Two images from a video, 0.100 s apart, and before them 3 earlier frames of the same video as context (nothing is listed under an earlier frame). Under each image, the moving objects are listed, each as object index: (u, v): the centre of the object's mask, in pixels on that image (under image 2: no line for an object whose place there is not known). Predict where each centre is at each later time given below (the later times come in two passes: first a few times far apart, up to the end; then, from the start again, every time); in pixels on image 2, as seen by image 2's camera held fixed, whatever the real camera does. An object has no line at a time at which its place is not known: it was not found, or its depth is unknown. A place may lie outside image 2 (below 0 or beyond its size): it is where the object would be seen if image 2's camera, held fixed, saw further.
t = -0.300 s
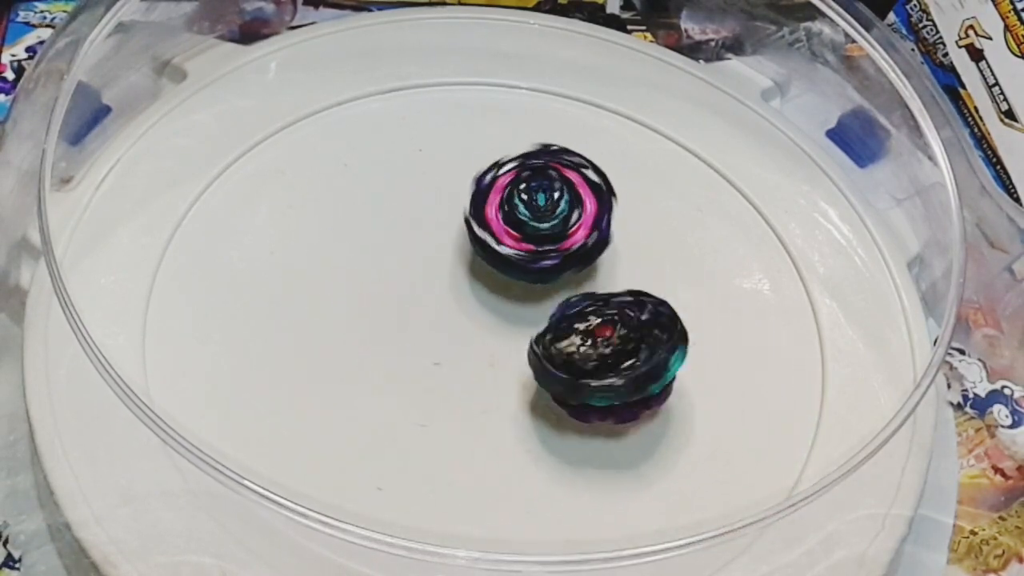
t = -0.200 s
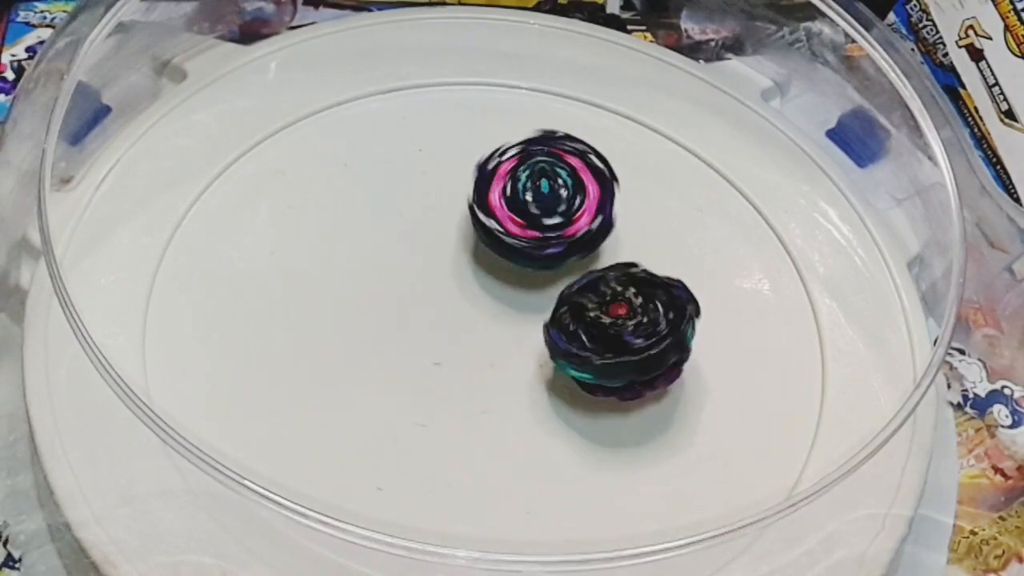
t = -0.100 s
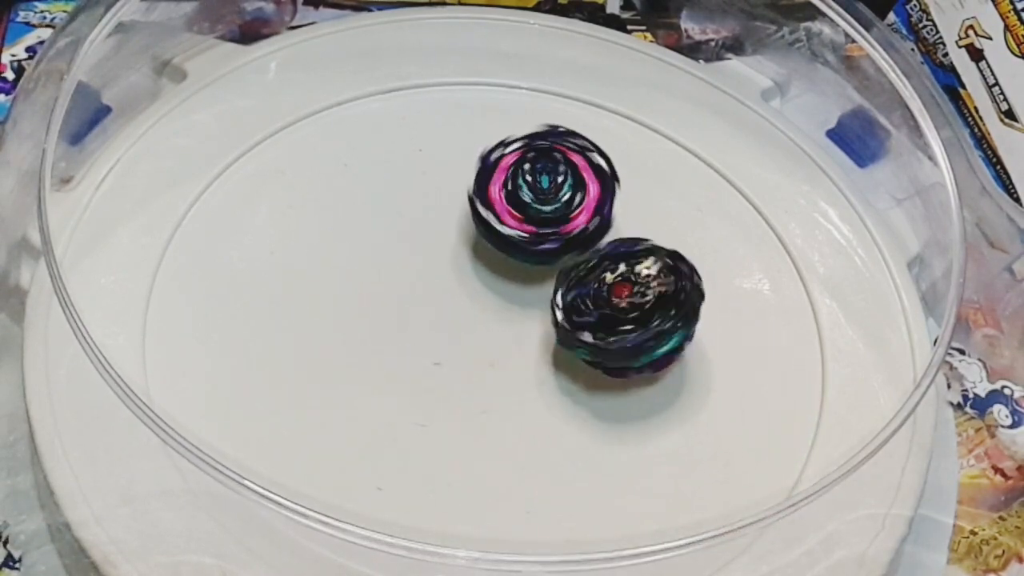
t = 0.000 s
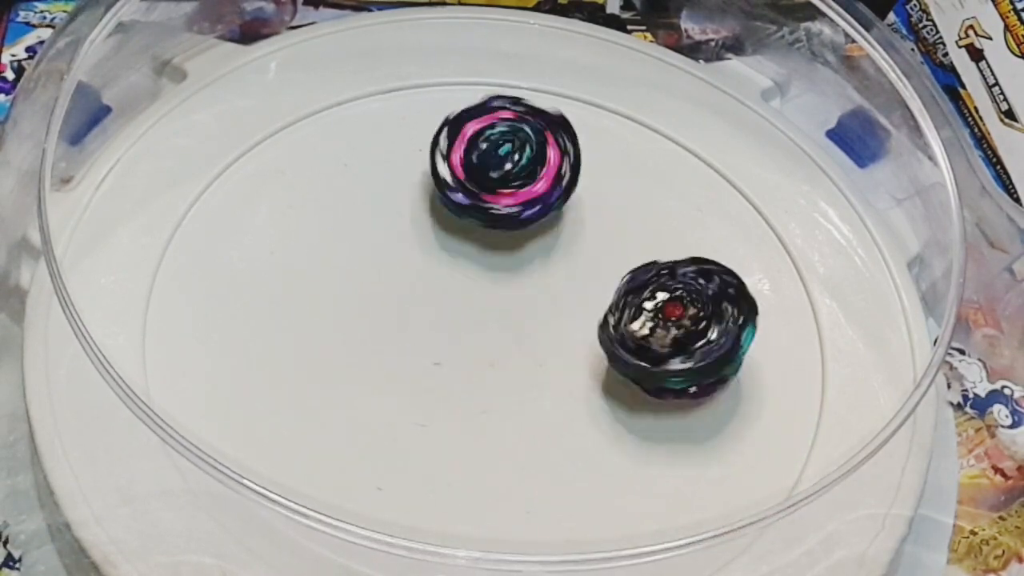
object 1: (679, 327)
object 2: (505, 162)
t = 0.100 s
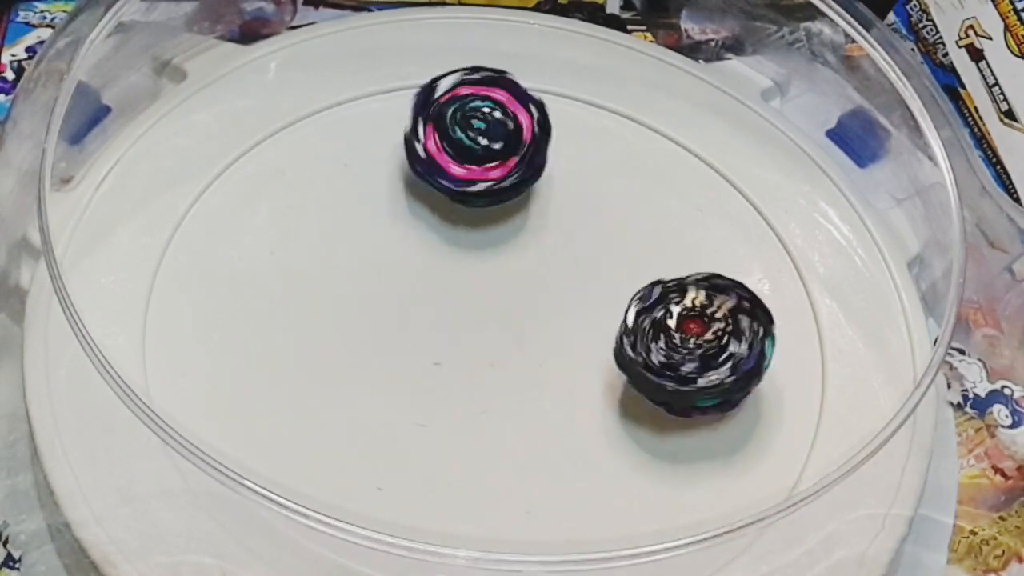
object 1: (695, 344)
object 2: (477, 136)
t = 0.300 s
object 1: (631, 325)
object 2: (468, 125)
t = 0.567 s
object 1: (527, 310)
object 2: (449, 184)
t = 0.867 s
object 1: (505, 452)
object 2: (345, 163)
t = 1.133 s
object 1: (388, 407)
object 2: (344, 219)
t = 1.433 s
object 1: (342, 435)
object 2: (361, 295)
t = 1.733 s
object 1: (426, 484)
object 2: (396, 351)
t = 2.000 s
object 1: (446, 488)
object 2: (398, 350)
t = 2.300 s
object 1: (452, 490)
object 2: (398, 350)
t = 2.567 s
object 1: (458, 492)
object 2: (400, 351)
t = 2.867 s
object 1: (465, 491)
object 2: (402, 350)
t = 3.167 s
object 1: (471, 491)
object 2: (402, 351)
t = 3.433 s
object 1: (479, 493)
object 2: (404, 352)
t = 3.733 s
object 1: (485, 494)
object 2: (407, 351)
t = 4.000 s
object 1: (492, 493)
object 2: (407, 352)
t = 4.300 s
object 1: (499, 491)
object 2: (410, 354)
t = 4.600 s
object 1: (506, 491)
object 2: (412, 353)
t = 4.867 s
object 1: (511, 490)
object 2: (413, 355)
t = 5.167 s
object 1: (518, 490)
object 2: (415, 356)
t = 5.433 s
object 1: (524, 489)
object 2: (418, 356)
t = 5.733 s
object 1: (530, 488)
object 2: (418, 357)
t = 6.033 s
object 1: (537, 485)
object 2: (421, 358)
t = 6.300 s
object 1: (545, 483)
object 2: (423, 358)
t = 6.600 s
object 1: (551, 478)
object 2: (424, 359)
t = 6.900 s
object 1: (558, 477)
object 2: (426, 361)
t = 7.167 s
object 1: (565, 474)
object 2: (429, 361)
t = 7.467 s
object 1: (572, 471)
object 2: (429, 362)
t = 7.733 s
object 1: (578, 466)
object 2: (432, 363)
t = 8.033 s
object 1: (585, 463)
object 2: (434, 363)
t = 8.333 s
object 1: (689, 385)
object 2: (497, 384)
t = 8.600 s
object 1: (693, 283)
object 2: (476, 376)
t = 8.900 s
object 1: (604, 210)
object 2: (494, 324)
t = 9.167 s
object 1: (569, 127)
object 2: (481, 337)
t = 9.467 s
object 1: (534, 187)
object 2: (489, 318)
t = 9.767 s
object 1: (528, 198)
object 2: (502, 328)
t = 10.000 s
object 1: (528, 203)
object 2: (501, 340)
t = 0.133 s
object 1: (687, 343)
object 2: (473, 132)
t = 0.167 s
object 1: (677, 340)
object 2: (472, 128)
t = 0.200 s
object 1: (666, 337)
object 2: (468, 124)
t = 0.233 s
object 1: (654, 334)
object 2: (468, 123)
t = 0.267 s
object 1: (642, 329)
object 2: (468, 122)
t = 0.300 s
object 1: (631, 325)
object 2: (468, 125)
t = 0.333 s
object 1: (620, 323)
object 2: (469, 129)
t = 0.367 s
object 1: (605, 320)
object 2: (468, 134)
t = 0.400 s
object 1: (593, 318)
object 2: (468, 141)
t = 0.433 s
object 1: (580, 315)
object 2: (464, 147)
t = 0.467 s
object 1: (567, 312)
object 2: (461, 155)
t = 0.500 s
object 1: (554, 311)
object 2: (458, 163)
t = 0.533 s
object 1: (541, 310)
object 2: (453, 173)
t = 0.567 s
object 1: (527, 310)
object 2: (449, 184)
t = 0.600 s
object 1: (514, 308)
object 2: (441, 192)
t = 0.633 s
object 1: (511, 320)
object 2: (428, 197)
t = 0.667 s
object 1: (531, 359)
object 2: (398, 179)
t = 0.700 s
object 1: (543, 392)
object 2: (377, 169)
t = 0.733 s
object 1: (546, 421)
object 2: (365, 164)
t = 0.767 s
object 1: (543, 440)
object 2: (357, 160)
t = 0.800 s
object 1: (535, 452)
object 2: (351, 160)
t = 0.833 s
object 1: (522, 455)
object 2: (349, 162)
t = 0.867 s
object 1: (505, 452)
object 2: (345, 163)
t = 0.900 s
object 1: (489, 445)
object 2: (343, 166)
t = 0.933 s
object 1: (474, 439)
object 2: (343, 172)
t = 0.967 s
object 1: (458, 434)
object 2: (341, 175)
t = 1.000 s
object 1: (442, 428)
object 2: (340, 182)
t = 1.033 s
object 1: (428, 421)
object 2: (341, 191)
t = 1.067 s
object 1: (415, 417)
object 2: (341, 197)
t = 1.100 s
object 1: (400, 412)
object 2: (341, 208)
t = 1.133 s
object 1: (388, 407)
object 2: (344, 219)
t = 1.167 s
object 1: (377, 402)
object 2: (345, 229)
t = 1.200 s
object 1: (365, 398)
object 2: (346, 242)
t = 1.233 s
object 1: (354, 394)
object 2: (350, 253)
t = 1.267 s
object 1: (345, 389)
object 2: (352, 260)
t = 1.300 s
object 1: (343, 402)
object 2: (353, 265)
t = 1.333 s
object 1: (342, 411)
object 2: (357, 273)
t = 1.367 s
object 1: (341, 415)
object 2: (358, 279)
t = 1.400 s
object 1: (342, 429)
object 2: (359, 286)
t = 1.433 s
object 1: (342, 435)
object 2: (361, 295)
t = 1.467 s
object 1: (343, 442)
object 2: (363, 301)
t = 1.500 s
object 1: (349, 452)
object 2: (367, 308)
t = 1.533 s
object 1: (353, 456)
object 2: (370, 317)
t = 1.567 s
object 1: (361, 460)
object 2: (374, 328)
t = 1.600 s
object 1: (373, 470)
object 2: (376, 329)
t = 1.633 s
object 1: (384, 478)
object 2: (380, 332)
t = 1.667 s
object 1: (397, 481)
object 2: (385, 338)
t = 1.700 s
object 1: (412, 483)
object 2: (391, 346)
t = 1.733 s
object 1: (426, 484)
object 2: (396, 351)
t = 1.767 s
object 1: (441, 487)
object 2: (397, 351)
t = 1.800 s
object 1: (442, 487)
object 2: (397, 351)
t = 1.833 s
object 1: (442, 487)
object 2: (397, 351)
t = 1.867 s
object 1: (443, 487)
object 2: (398, 351)
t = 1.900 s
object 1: (444, 488)
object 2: (398, 351)
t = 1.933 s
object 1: (444, 488)
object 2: (398, 351)
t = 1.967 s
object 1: (445, 488)
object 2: (398, 350)
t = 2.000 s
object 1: (446, 488)
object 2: (398, 350)
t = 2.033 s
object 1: (446, 488)
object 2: (398, 350)
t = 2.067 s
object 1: (447, 488)
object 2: (398, 350)
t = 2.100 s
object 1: (448, 488)
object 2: (398, 350)
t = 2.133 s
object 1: (448, 488)
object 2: (398, 350)
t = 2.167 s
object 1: (449, 489)
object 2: (397, 350)
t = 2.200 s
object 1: (450, 489)
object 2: (398, 350)
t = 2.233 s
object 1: (451, 489)
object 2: (398, 350)
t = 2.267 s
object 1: (452, 489)
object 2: (398, 350)
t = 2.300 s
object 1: (452, 490)
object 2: (398, 350)
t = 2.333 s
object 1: (453, 490)
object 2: (399, 350)
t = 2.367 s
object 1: (453, 491)
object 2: (399, 350)
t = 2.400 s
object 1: (454, 491)
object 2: (398, 350)
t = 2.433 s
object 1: (455, 491)
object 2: (398, 350)
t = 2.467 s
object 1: (456, 491)
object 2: (399, 350)
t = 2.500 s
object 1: (456, 492)
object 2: (399, 351)
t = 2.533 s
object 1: (458, 492)
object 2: (400, 351)
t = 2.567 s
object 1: (458, 492)
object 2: (400, 351)
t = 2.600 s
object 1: (459, 492)
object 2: (400, 351)
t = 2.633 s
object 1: (460, 491)
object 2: (400, 351)
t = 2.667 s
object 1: (461, 491)
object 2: (401, 351)
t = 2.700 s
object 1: (462, 491)
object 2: (401, 351)
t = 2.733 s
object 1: (463, 491)
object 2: (402, 351)
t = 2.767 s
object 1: (464, 491)
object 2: (402, 351)
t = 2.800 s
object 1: (464, 491)
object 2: (402, 350)
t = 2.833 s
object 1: (465, 491)
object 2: (402, 350)
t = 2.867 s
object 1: (465, 491)
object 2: (402, 350)
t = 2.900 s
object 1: (466, 491)
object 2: (402, 350)
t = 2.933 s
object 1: (467, 491)
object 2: (402, 350)
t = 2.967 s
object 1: (467, 491)
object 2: (402, 350)
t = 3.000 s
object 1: (468, 491)
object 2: (402, 350)
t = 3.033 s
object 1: (469, 491)
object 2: (402, 350)
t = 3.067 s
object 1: (469, 491)
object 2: (402, 350)
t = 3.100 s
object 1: (471, 491)
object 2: (402, 350)
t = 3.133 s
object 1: (471, 491)
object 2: (402, 350)
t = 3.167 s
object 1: (471, 491)
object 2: (402, 351)
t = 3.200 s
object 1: (472, 491)
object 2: (403, 351)
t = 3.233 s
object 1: (473, 492)
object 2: (403, 351)
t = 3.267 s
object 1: (474, 492)
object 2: (403, 351)
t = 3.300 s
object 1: (475, 492)
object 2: (403, 351)
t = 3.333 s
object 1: (476, 493)
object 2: (403, 351)
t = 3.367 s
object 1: (477, 493)
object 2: (404, 352)
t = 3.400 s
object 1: (478, 493)
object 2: (404, 351)
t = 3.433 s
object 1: (479, 493)
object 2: (404, 352)
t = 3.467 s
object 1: (480, 494)
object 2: (405, 352)
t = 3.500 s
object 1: (481, 493)
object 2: (405, 352)
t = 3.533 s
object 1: (481, 493)
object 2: (405, 352)
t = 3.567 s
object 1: (482, 493)
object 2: (406, 352)
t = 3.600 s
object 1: (483, 494)
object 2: (406, 352)
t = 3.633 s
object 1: (483, 493)
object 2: (406, 352)
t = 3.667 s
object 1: (484, 494)
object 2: (407, 352)
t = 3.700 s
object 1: (485, 494)
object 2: (407, 352)
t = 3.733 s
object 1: (485, 494)
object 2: (407, 351)
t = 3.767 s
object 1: (486, 494)
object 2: (407, 351)
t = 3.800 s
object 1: (487, 494)
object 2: (407, 352)
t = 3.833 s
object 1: (487, 494)
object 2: (407, 352)
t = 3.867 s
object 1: (488, 494)
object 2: (407, 351)
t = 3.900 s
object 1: (489, 493)
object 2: (407, 352)
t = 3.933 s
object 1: (490, 493)
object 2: (407, 352)
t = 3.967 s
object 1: (491, 493)
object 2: (407, 352)
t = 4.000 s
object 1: (492, 493)
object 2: (407, 352)
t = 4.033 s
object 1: (493, 493)
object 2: (408, 352)
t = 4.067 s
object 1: (493, 492)
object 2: (408, 353)
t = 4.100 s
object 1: (494, 492)
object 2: (408, 353)
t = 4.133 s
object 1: (494, 492)
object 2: (408, 353)
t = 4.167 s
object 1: (495, 492)
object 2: (408, 353)
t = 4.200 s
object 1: (496, 492)
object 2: (409, 353)
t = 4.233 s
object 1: (497, 491)
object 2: (409, 353)
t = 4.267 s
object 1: (498, 492)
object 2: (410, 353)
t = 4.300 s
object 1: (499, 491)
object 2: (410, 354)
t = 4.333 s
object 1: (500, 491)
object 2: (410, 354)
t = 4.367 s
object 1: (501, 491)
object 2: (411, 354)
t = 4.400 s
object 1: (501, 491)
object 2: (411, 354)
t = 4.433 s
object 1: (502, 491)
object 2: (411, 354)
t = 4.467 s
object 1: (502, 491)
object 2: (412, 354)
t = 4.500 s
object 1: (504, 491)
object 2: (412, 354)
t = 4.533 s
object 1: (504, 491)
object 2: (412, 354)
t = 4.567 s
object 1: (505, 491)
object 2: (412, 354)
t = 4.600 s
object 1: (506, 491)
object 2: (412, 353)
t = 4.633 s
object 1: (506, 491)
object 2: (412, 354)
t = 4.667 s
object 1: (507, 491)
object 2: (413, 354)
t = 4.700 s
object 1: (507, 491)
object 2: (412, 354)
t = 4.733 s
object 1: (508, 491)
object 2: (412, 354)
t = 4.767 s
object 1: (509, 491)
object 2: (412, 354)
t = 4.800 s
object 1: (509, 491)
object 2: (413, 354)
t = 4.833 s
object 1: (510, 490)
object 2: (413, 354)
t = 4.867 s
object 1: (511, 490)
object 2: (413, 355)
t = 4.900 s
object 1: (511, 490)
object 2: (413, 355)
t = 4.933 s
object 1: (512, 490)
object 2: (414, 355)
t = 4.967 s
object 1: (513, 490)
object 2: (414, 355)
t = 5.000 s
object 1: (514, 490)
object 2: (414, 355)
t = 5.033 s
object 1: (514, 490)
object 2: (414, 355)
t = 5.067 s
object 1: (515, 489)
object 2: (414, 355)
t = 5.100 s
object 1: (516, 489)
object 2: (415, 356)
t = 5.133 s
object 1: (517, 489)
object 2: (415, 356)
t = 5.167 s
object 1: (518, 490)
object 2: (415, 356)
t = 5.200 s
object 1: (519, 490)
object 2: (416, 356)
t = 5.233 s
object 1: (520, 490)
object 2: (416, 356)
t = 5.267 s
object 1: (520, 490)
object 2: (417, 357)
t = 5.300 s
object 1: (521, 489)
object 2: (417, 357)
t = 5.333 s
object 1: (522, 489)
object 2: (417, 357)
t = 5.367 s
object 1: (523, 489)
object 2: (418, 356)
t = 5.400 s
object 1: (523, 489)
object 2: (418, 357)
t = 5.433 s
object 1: (524, 489)
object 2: (418, 356)
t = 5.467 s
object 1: (525, 489)
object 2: (418, 356)
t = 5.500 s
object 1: (526, 489)
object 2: (418, 356)
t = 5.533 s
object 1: (526, 489)
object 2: (418, 356)
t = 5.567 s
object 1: (527, 488)
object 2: (418, 356)
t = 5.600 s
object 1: (528, 488)
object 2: (418, 356)
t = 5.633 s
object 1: (529, 488)
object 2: (418, 356)
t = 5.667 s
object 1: (529, 488)
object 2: (418, 356)
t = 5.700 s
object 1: (530, 488)
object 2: (418, 356)
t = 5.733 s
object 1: (530, 488)
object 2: (418, 357)
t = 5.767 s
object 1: (531, 487)
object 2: (418, 357)
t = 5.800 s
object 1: (532, 487)
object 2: (419, 357)
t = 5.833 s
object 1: (533, 486)
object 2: (419, 357)
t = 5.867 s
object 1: (534, 486)
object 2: (419, 357)
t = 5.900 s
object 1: (535, 486)
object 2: (419, 357)
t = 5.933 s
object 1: (535, 485)
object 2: (420, 358)
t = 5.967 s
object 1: (536, 485)
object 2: (420, 358)
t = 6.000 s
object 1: (537, 485)
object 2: (421, 358)
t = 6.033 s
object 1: (537, 485)
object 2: (421, 358)
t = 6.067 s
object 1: (539, 485)
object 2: (421, 358)
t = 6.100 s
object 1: (540, 484)
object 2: (422, 358)
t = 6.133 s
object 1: (541, 484)
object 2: (422, 359)
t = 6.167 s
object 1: (542, 483)
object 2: (422, 359)
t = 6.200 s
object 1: (542, 483)
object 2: (423, 359)
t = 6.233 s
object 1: (543, 483)
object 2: (423, 358)
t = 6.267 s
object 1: (544, 483)
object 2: (423, 359)
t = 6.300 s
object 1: (545, 483)
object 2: (423, 358)
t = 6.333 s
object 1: (546, 483)
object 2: (423, 358)
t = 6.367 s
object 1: (546, 482)
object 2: (423, 358)
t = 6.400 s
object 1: (547, 482)
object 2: (423, 359)
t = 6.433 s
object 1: (548, 481)
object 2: (424, 359)
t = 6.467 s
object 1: (549, 482)
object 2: (423, 358)
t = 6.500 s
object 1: (549, 481)
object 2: (423, 358)
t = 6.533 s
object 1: (550, 481)
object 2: (424, 359)
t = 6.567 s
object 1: (551, 481)
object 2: (424, 359)
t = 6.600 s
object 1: (551, 478)
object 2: (424, 359)
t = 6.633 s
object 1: (552, 478)
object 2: (424, 360)
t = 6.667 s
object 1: (553, 479)
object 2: (425, 359)
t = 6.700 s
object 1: (553, 478)
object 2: (425, 360)
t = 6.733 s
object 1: (554, 477)
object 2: (425, 360)
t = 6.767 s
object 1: (555, 477)
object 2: (425, 360)
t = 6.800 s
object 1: (556, 477)
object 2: (425, 360)
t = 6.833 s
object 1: (557, 477)
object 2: (426, 361)
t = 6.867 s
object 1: (557, 477)
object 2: (426, 361)
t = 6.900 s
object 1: (558, 477)
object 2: (426, 361)
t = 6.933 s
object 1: (559, 476)
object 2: (427, 361)
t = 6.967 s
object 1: (560, 476)
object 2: (427, 361)
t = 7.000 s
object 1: (561, 475)
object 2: (428, 361)
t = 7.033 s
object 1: (562, 474)
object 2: (428, 361)
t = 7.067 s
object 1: (563, 474)
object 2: (428, 361)
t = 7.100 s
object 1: (563, 474)
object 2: (429, 361)
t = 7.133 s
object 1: (564, 474)
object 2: (429, 361)
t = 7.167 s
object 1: (565, 474)
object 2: (429, 361)
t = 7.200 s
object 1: (566, 473)
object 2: (429, 361)
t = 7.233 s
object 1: (567, 473)
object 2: (429, 361)
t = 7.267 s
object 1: (567, 472)
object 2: (429, 361)
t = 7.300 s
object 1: (568, 472)
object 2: (429, 361)
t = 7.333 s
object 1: (569, 472)
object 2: (429, 361)
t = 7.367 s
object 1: (570, 472)
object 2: (429, 361)
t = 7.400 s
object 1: (570, 471)
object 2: (429, 361)
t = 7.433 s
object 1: (571, 471)
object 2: (429, 361)
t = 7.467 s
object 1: (572, 471)
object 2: (429, 362)
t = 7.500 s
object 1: (572, 470)
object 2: (430, 362)
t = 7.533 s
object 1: (573, 469)
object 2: (430, 362)
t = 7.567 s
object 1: (574, 469)
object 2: (430, 362)
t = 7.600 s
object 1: (574, 468)
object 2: (430, 362)
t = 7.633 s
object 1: (575, 468)
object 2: (430, 362)
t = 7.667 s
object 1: (576, 467)
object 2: (431, 363)
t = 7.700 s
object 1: (576, 467)
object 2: (431, 363)
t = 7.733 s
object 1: (578, 466)
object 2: (432, 363)
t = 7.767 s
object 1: (578, 466)
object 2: (432, 363)
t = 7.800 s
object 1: (579, 466)
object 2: (432, 363)
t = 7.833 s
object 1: (580, 465)
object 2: (433, 363)
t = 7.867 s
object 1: (580, 465)
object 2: (433, 364)
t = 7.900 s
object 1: (581, 465)
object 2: (433, 364)
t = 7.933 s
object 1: (582, 464)
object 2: (434, 364)
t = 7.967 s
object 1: (583, 464)
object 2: (435, 364)
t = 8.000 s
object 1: (584, 464)
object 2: (435, 364)
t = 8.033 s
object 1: (585, 463)
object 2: (434, 363)
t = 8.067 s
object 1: (608, 452)
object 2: (440, 366)
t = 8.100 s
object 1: (631, 439)
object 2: (447, 370)
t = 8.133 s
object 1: (649, 428)
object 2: (455, 373)
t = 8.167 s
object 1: (665, 416)
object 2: (463, 375)
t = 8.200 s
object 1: (676, 408)
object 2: (469, 376)
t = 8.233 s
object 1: (684, 400)
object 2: (475, 379)
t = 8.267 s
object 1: (688, 394)
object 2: (482, 382)
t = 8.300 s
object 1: (691, 390)
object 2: (490, 383)
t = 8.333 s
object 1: (689, 385)
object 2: (497, 384)
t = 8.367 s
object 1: (688, 379)
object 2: (503, 384)
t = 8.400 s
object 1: (684, 372)
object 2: (510, 386)
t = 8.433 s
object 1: (683, 364)
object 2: (511, 387)
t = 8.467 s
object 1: (703, 346)
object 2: (495, 390)
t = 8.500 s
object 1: (710, 330)
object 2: (486, 388)
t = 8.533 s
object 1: (709, 315)
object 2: (480, 384)
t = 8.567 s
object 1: (702, 298)
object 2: (478, 380)
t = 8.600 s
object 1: (693, 283)
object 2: (476, 376)
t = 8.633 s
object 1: (683, 268)
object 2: (476, 371)
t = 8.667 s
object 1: (672, 253)
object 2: (477, 365)
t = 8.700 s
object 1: (662, 242)
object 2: (477, 359)
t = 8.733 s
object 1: (652, 233)
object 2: (478, 353)
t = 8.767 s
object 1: (642, 225)
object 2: (480, 348)
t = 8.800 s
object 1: (633, 220)
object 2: (483, 342)
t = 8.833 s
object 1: (623, 215)
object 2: (487, 336)
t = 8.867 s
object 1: (615, 213)
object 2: (491, 330)
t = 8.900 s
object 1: (604, 210)
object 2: (494, 324)
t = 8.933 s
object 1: (596, 209)
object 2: (499, 318)
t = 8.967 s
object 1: (587, 206)
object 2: (503, 313)
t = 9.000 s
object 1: (587, 181)
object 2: (498, 328)
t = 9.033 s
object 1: (584, 160)
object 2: (494, 337)
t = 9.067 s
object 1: (578, 144)
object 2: (490, 340)
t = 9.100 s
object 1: (572, 133)
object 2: (486, 339)
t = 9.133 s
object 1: (570, 128)
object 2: (483, 338)
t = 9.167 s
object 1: (569, 127)
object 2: (481, 337)
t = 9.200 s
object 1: (569, 131)
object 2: (480, 336)
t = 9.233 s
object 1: (570, 138)
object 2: (478, 334)
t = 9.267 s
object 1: (570, 146)
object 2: (479, 331)
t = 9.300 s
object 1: (570, 155)
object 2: (480, 329)
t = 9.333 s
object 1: (568, 163)
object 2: (481, 327)
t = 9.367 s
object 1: (563, 170)
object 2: (482, 324)
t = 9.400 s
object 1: (556, 176)
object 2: (484, 322)
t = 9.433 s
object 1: (545, 183)
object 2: (486, 320)
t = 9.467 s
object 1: (534, 187)
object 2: (489, 318)
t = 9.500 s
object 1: (524, 187)
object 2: (491, 316)
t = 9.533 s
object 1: (517, 185)
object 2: (495, 318)
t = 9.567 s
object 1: (511, 182)
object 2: (497, 320)
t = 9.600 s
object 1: (510, 181)
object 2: (498, 321)
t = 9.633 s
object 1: (509, 183)
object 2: (500, 322)
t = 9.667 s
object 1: (510, 188)
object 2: (501, 323)
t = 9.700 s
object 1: (514, 192)
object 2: (501, 325)
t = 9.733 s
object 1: (522, 197)
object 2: (502, 324)
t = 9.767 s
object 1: (528, 198)
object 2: (502, 328)
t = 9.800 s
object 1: (533, 202)
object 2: (502, 330)
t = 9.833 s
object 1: (538, 202)
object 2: (503, 332)
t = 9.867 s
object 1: (539, 203)
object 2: (504, 336)
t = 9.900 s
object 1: (538, 203)
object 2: (504, 337)
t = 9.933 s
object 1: (534, 204)
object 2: (504, 338)
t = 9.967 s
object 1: (530, 204)
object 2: (502, 340)
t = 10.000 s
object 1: (528, 203)
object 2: (501, 340)
